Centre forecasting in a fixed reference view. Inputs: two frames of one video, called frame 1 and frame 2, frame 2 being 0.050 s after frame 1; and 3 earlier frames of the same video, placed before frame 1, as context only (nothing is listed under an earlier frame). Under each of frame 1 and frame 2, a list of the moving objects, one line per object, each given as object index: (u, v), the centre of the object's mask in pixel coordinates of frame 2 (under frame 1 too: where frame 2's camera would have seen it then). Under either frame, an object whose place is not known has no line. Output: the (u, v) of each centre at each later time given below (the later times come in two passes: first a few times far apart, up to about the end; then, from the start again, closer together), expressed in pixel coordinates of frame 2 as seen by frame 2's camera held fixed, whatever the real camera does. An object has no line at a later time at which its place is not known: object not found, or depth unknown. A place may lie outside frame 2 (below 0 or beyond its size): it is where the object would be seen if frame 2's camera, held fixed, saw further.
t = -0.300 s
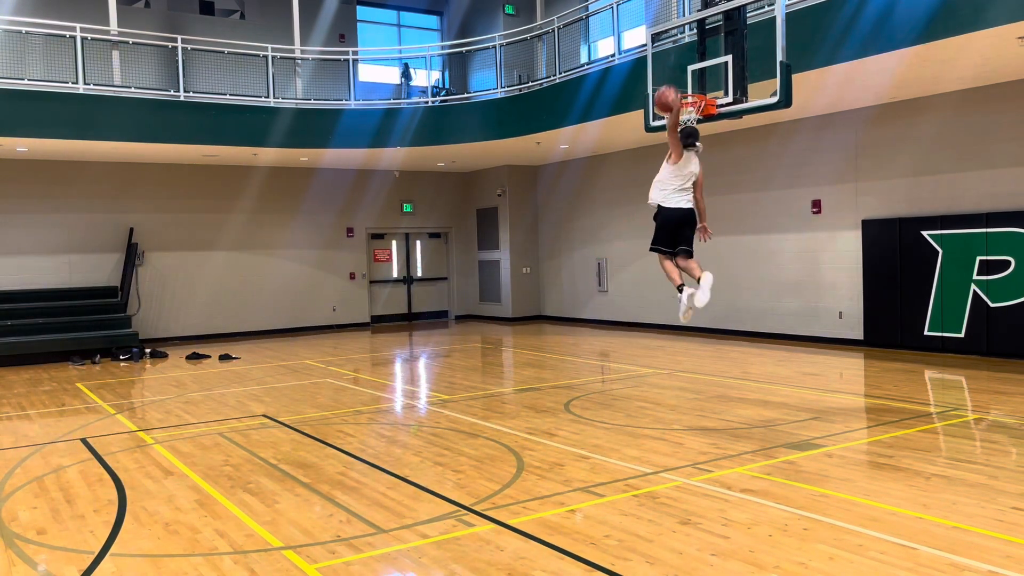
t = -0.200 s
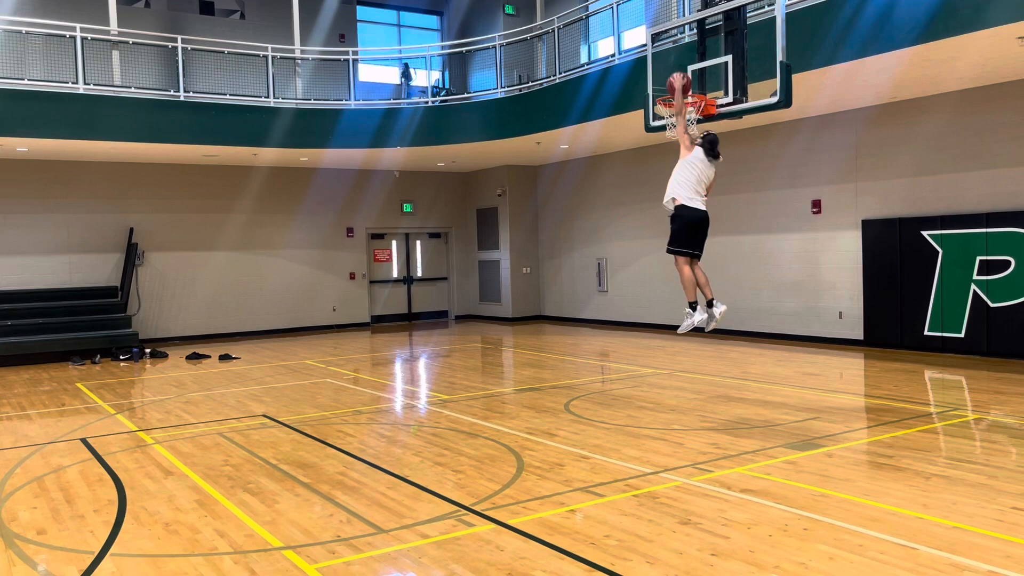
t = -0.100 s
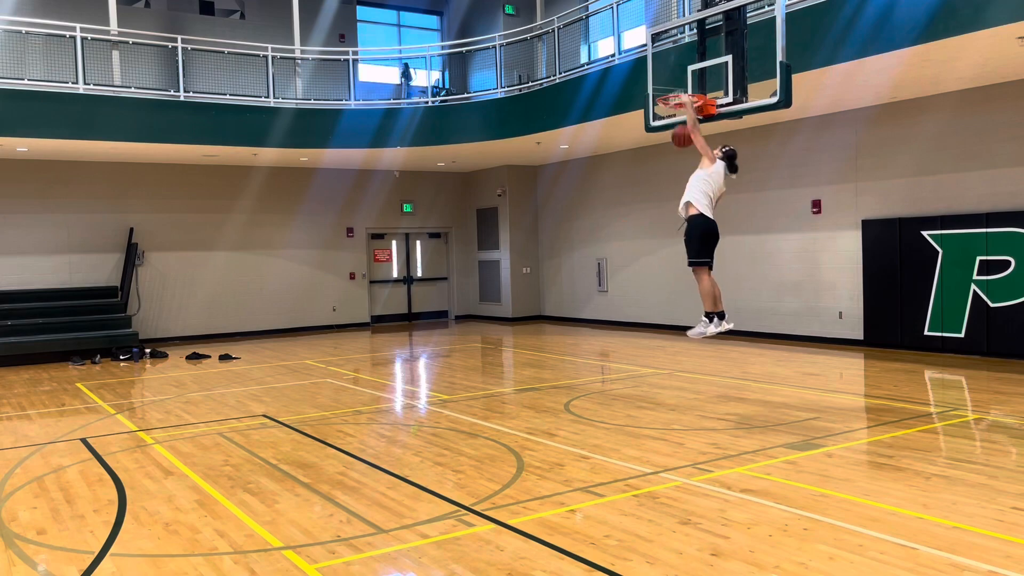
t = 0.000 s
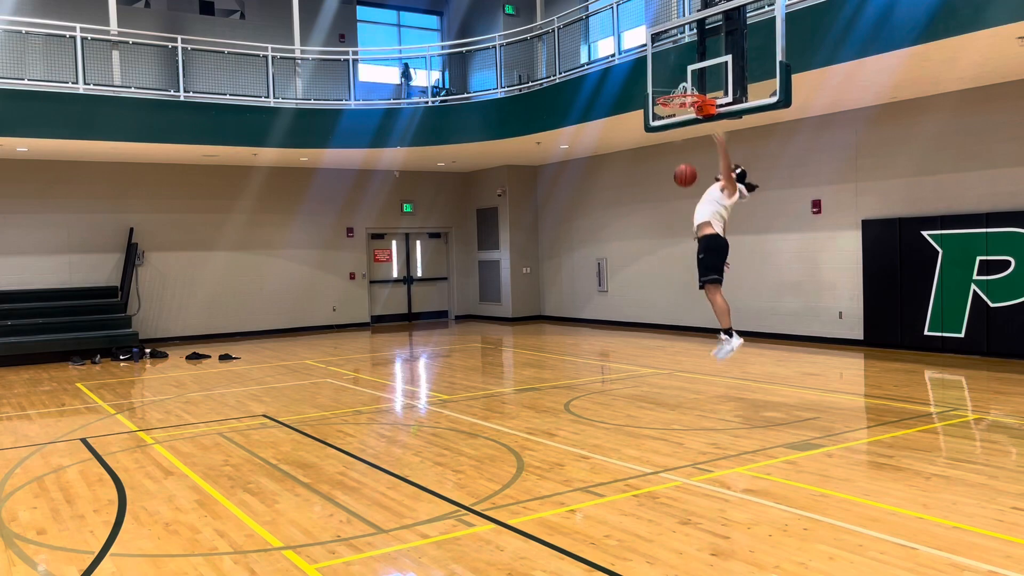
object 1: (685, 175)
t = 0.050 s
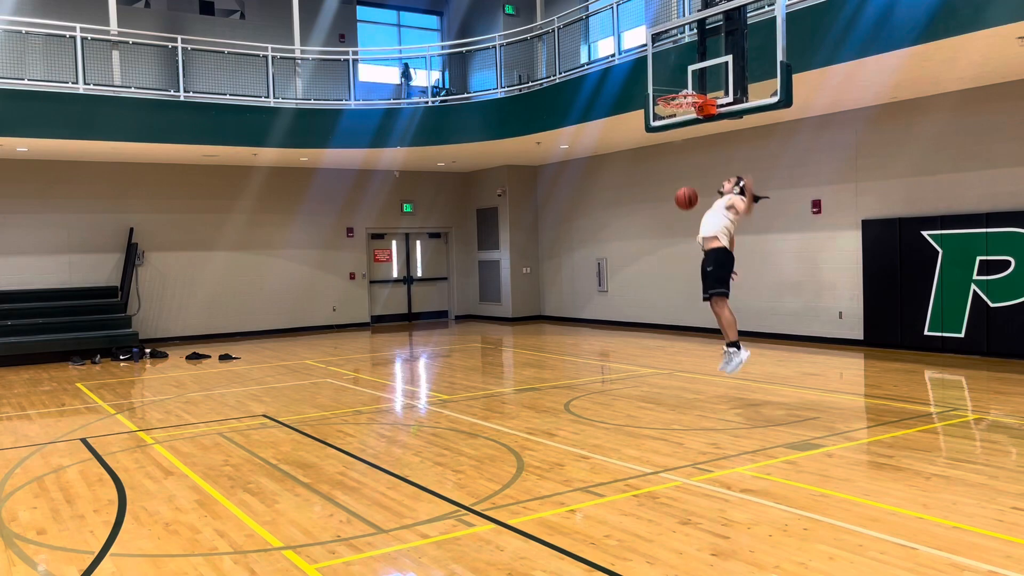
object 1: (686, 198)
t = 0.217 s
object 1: (690, 287)
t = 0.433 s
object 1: (695, 358)
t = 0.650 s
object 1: (698, 294)
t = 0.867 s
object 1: (702, 269)
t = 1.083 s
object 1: (709, 292)
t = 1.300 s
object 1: (717, 369)
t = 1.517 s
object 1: (725, 389)
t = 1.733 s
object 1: (733, 365)
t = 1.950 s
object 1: (743, 402)
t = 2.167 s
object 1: (752, 435)
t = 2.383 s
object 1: (756, 433)
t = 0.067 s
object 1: (687, 206)
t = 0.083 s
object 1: (687, 214)
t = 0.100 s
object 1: (687, 223)
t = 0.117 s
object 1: (688, 231)
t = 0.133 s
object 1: (688, 240)
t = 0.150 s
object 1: (689, 249)
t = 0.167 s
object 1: (689, 258)
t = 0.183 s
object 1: (689, 267)
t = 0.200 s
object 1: (690, 277)
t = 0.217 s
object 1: (690, 287)
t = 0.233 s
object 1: (690, 297)
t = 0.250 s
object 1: (691, 307)
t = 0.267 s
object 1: (691, 317)
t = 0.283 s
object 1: (692, 327)
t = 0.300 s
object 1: (692, 338)
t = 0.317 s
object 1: (693, 348)
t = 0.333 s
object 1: (693, 359)
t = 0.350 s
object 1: (694, 370)
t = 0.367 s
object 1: (694, 382)
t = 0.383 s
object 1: (694, 378)
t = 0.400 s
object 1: (695, 371)
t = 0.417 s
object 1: (695, 364)
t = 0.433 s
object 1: (695, 358)
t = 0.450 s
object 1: (695, 352)
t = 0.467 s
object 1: (695, 346)
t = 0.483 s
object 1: (695, 340)
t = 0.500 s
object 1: (696, 334)
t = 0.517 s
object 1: (696, 329)
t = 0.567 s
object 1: (696, 314)
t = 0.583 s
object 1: (697, 310)
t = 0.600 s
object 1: (697, 305)
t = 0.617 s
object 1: (697, 301)
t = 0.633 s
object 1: (697, 297)
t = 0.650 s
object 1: (698, 294)
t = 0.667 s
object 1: (698, 291)
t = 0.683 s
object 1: (698, 287)
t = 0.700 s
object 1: (698, 284)
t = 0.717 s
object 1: (699, 282)
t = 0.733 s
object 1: (699, 279)
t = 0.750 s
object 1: (699, 277)
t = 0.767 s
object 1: (700, 275)
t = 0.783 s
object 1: (700, 274)
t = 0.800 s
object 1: (701, 272)
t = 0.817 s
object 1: (701, 271)
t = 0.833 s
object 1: (701, 270)
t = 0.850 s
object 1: (702, 270)
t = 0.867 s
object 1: (702, 269)
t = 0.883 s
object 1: (703, 269)
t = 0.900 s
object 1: (703, 270)
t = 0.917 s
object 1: (704, 270)
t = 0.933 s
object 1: (704, 271)
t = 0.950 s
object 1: (705, 272)
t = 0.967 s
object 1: (705, 273)
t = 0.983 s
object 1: (706, 275)
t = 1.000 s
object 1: (706, 277)
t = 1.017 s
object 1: (707, 279)
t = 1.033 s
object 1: (707, 282)
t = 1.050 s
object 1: (708, 285)
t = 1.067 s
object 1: (708, 288)
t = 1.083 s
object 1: (709, 292)
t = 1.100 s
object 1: (709, 295)
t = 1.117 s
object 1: (710, 300)
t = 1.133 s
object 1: (711, 304)
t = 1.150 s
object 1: (711, 309)
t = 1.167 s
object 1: (712, 315)
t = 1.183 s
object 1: (713, 321)
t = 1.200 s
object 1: (713, 326)
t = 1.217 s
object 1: (714, 332)
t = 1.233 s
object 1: (714, 339)
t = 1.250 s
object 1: (715, 346)
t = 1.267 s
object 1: (716, 354)
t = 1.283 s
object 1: (717, 361)
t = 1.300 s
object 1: (717, 369)
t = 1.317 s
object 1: (718, 378)
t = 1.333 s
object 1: (719, 387)
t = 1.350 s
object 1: (720, 396)
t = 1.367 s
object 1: (721, 405)
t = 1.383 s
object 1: (721, 415)
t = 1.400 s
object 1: (722, 423)
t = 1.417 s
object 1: (722, 417)
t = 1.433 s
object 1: (723, 412)
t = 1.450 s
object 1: (723, 407)
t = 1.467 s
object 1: (724, 402)
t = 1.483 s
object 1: (724, 397)
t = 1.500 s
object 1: (725, 393)
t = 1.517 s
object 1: (725, 389)
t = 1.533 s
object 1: (726, 385)
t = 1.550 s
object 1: (726, 382)
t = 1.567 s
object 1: (727, 379)
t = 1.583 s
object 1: (727, 376)
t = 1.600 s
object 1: (728, 373)
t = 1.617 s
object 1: (728, 371)
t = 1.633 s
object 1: (729, 369)
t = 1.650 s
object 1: (730, 368)
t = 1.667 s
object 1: (730, 367)
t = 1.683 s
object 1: (731, 366)
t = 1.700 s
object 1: (732, 365)
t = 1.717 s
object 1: (732, 365)
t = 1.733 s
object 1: (733, 365)
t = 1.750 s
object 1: (734, 366)
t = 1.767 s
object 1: (734, 367)
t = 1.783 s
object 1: (735, 368)
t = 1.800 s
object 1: (736, 370)
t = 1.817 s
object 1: (736, 372)
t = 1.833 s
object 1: (737, 374)
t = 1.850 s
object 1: (738, 377)
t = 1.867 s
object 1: (739, 380)
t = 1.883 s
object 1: (740, 384)
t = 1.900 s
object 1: (740, 388)
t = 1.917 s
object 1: (741, 392)
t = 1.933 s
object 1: (742, 397)
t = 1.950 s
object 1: (743, 402)
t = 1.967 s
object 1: (744, 407)
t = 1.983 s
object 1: (745, 413)
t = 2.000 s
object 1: (746, 419)
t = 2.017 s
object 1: (746, 426)
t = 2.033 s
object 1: (747, 433)
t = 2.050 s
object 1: (748, 441)
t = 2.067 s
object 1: (749, 449)
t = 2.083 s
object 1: (750, 453)
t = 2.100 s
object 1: (750, 448)
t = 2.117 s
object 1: (751, 445)
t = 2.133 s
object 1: (751, 441)
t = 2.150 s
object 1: (751, 438)
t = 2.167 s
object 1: (752, 435)
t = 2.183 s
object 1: (752, 433)
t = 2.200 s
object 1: (752, 430)
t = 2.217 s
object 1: (752, 429)
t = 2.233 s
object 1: (753, 427)
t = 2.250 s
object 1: (753, 426)
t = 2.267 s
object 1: (754, 426)
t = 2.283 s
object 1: (754, 426)
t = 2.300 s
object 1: (754, 426)
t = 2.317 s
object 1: (755, 426)
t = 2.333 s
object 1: (755, 427)
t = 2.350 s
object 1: (756, 429)
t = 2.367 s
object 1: (756, 430)
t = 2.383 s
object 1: (756, 433)
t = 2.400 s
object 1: (757, 435)
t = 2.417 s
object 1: (757, 438)
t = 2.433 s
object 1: (758, 442)
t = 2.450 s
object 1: (758, 446)
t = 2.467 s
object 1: (759, 450)
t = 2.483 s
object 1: (759, 455)
